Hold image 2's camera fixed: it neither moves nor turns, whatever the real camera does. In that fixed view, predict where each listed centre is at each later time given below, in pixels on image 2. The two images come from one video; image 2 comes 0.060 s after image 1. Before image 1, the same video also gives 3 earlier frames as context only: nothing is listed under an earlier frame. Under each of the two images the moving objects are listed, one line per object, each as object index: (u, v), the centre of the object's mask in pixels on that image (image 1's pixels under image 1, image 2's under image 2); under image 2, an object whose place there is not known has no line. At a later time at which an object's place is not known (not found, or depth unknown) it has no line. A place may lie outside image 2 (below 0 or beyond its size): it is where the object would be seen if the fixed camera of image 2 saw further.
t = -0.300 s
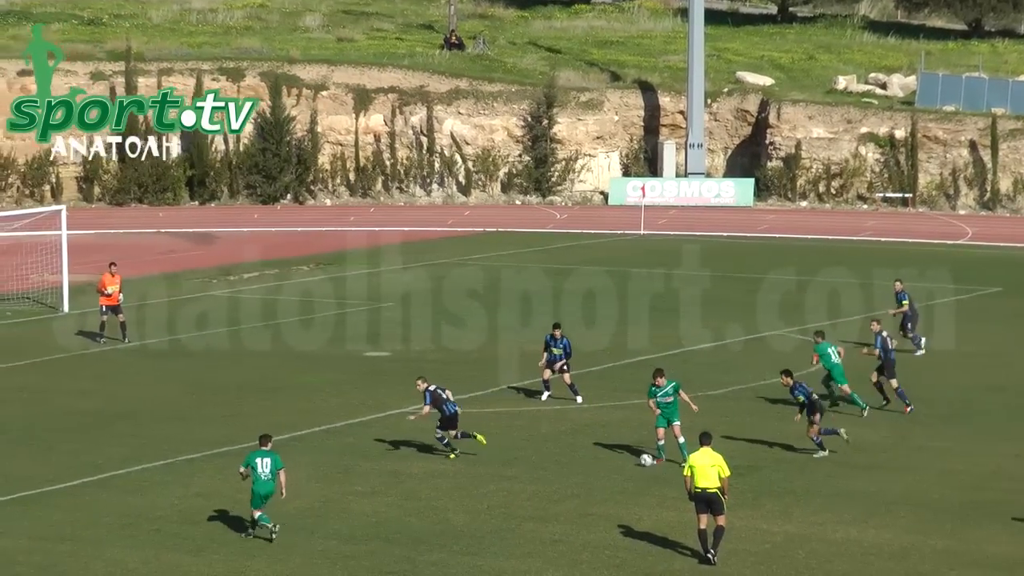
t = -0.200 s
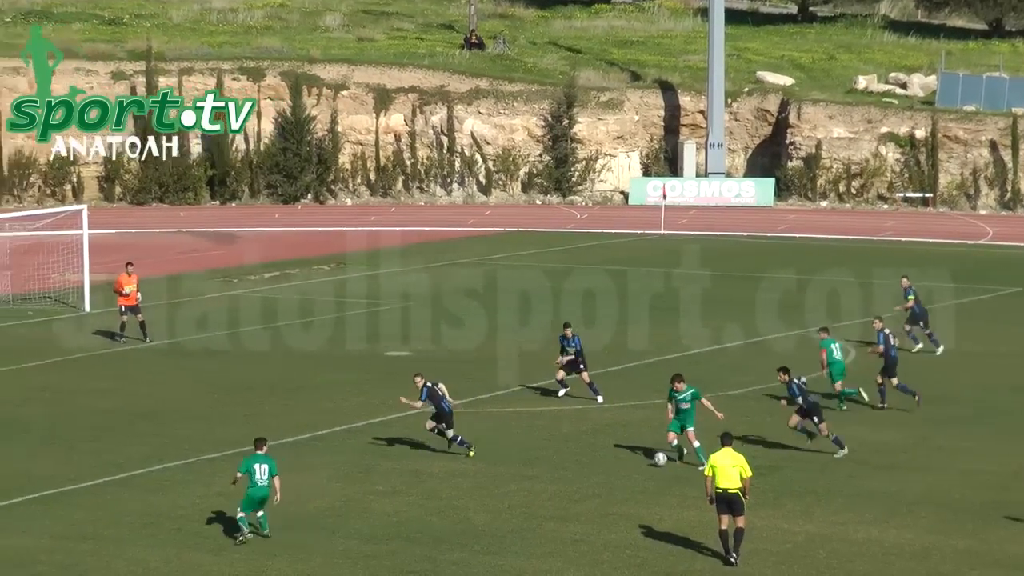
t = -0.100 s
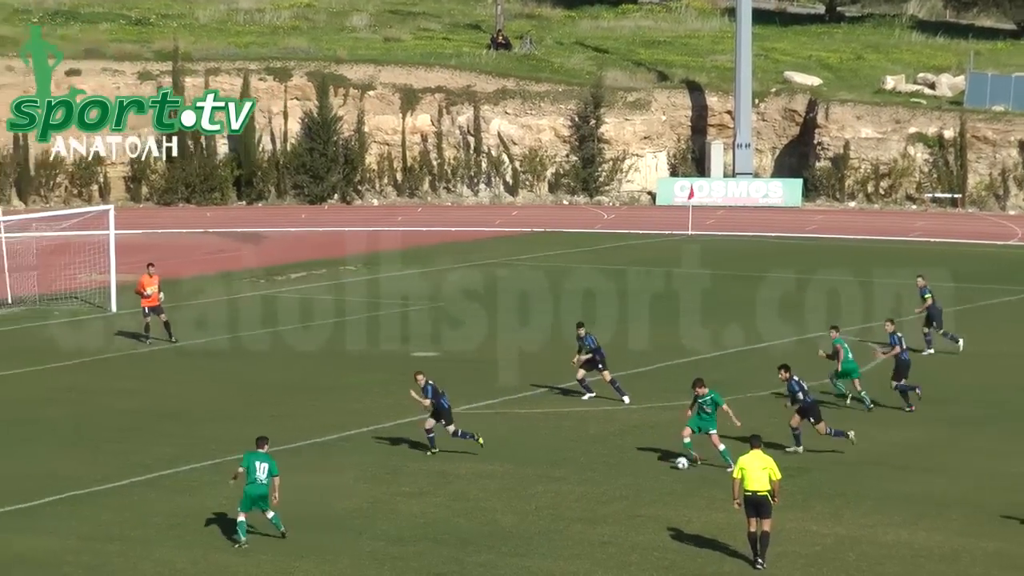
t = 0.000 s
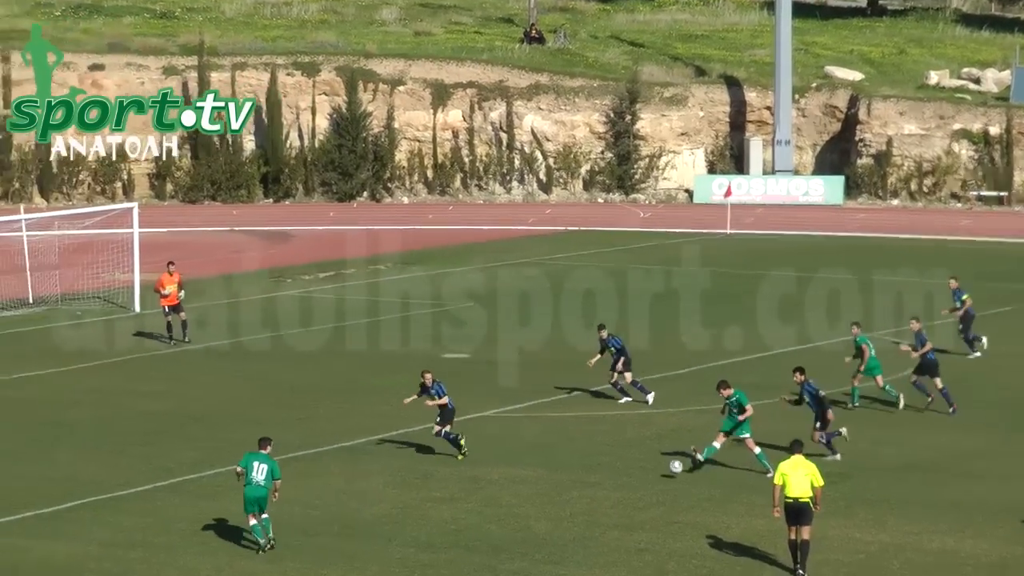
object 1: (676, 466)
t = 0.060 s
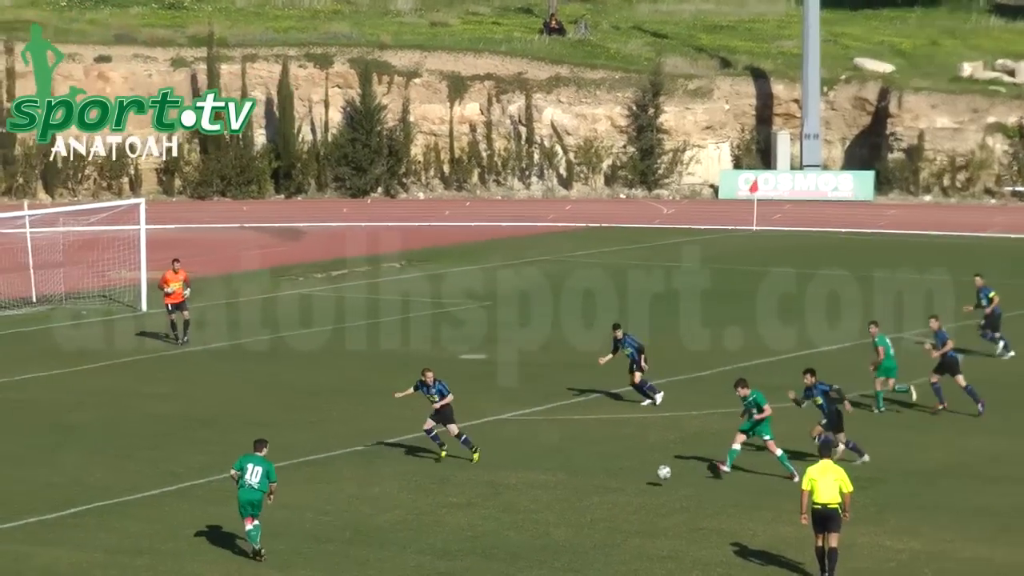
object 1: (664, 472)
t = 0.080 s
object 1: (652, 471)
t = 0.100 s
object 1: (641, 472)
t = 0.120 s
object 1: (628, 473)
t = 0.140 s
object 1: (615, 475)
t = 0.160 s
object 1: (603, 476)
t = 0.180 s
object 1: (591, 478)
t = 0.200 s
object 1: (578, 481)
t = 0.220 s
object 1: (566, 483)
